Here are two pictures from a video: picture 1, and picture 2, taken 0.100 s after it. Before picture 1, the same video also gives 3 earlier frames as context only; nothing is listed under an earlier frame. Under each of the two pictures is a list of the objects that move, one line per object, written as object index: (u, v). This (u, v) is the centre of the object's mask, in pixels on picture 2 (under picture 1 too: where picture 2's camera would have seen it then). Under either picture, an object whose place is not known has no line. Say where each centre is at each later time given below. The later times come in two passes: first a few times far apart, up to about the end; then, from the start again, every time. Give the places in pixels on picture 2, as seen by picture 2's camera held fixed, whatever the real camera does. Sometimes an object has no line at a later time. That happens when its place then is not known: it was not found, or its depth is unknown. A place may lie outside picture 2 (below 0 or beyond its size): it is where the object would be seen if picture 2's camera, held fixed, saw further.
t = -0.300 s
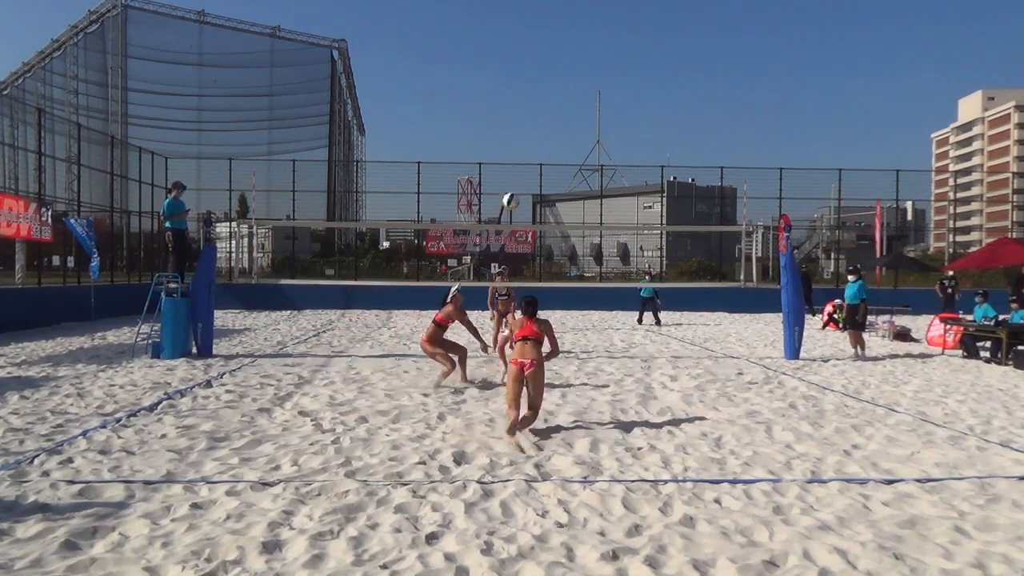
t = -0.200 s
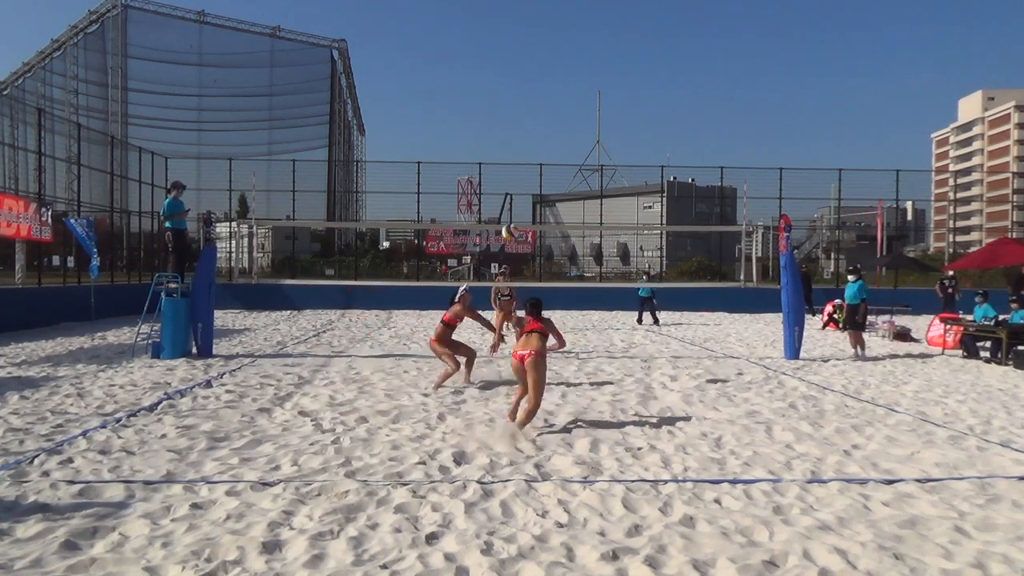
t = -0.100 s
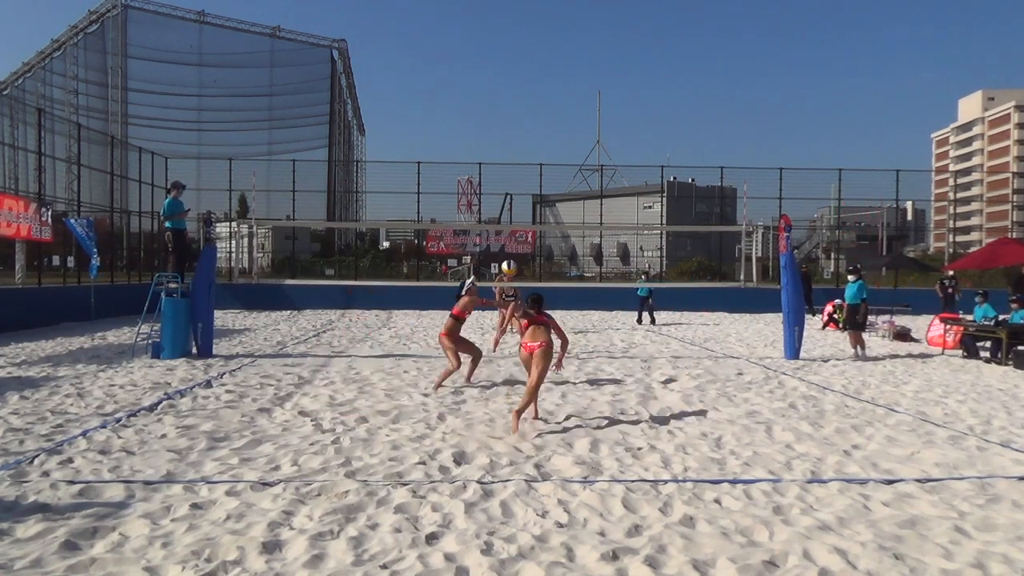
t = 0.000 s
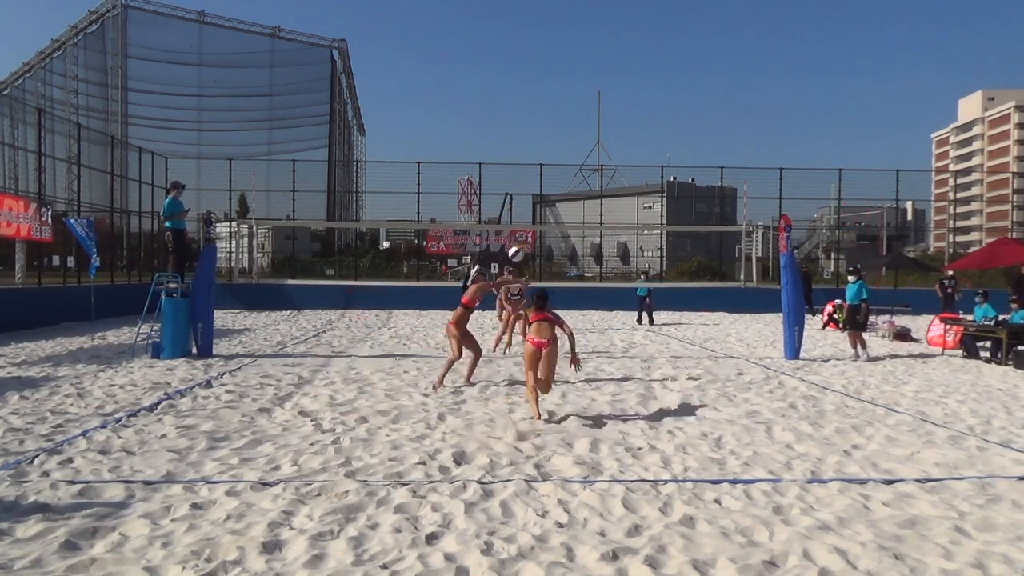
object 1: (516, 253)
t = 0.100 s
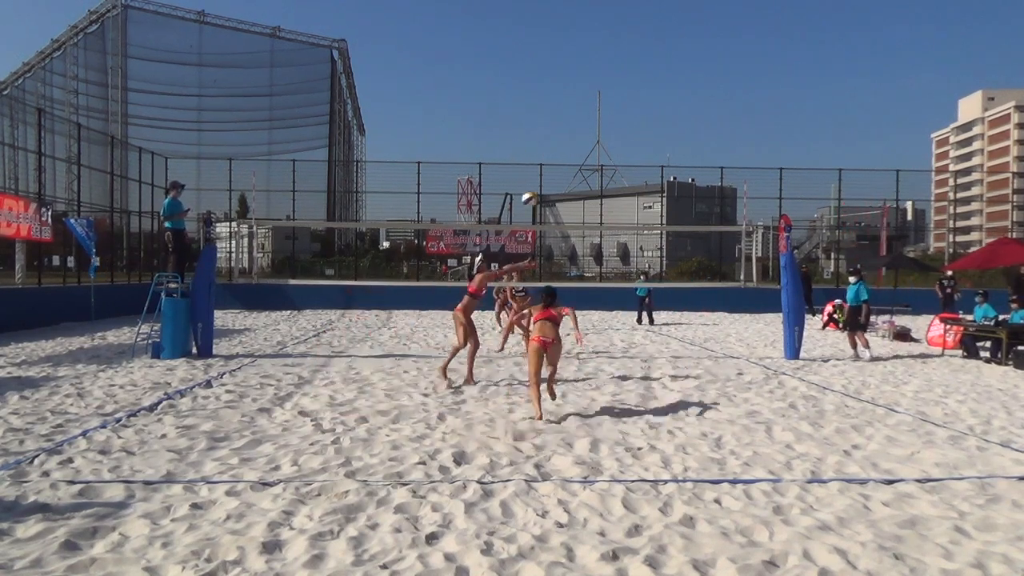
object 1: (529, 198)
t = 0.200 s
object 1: (542, 152)
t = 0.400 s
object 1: (564, 85)
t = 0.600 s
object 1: (585, 51)
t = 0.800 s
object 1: (604, 44)
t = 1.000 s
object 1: (622, 65)
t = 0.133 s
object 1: (532, 181)
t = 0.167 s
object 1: (538, 167)
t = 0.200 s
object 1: (542, 152)
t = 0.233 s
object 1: (546, 139)
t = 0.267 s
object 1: (549, 127)
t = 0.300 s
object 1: (552, 115)
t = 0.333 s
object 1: (556, 104)
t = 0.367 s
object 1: (561, 94)
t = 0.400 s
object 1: (564, 85)
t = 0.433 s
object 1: (568, 78)
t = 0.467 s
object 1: (572, 70)
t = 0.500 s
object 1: (574, 64)
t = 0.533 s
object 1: (578, 58)
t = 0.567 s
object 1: (581, 54)
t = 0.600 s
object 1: (585, 51)
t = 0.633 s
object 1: (588, 47)
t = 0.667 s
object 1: (592, 45)
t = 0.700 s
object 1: (594, 43)
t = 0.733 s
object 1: (598, 43)
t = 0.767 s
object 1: (601, 43)
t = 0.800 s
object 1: (604, 44)
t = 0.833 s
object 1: (607, 46)
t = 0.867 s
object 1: (610, 48)
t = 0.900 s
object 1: (613, 52)
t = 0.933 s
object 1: (616, 56)
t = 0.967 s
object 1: (619, 60)
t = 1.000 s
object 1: (622, 65)
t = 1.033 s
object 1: (625, 71)
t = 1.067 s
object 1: (627, 79)
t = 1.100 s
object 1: (630, 86)
